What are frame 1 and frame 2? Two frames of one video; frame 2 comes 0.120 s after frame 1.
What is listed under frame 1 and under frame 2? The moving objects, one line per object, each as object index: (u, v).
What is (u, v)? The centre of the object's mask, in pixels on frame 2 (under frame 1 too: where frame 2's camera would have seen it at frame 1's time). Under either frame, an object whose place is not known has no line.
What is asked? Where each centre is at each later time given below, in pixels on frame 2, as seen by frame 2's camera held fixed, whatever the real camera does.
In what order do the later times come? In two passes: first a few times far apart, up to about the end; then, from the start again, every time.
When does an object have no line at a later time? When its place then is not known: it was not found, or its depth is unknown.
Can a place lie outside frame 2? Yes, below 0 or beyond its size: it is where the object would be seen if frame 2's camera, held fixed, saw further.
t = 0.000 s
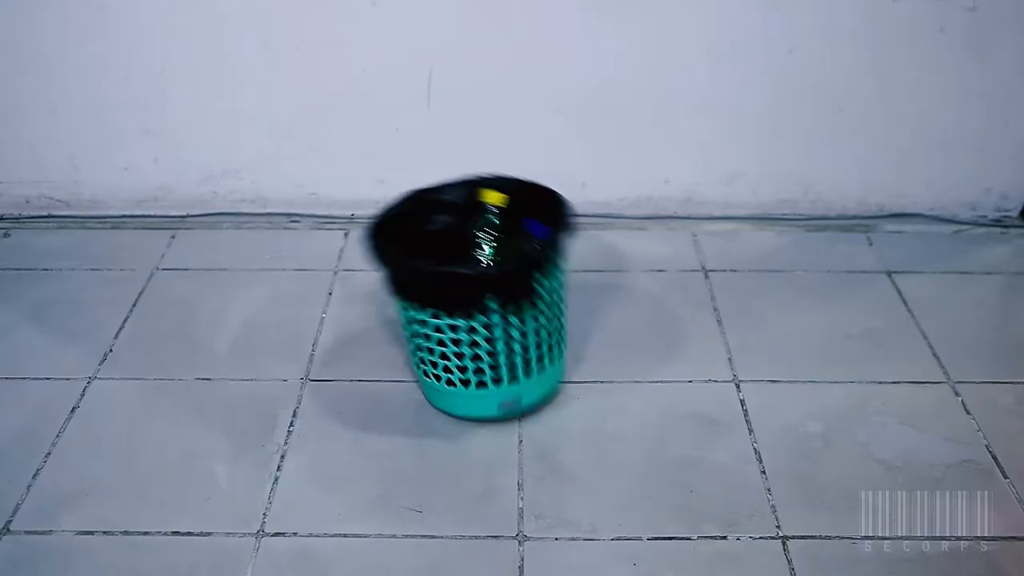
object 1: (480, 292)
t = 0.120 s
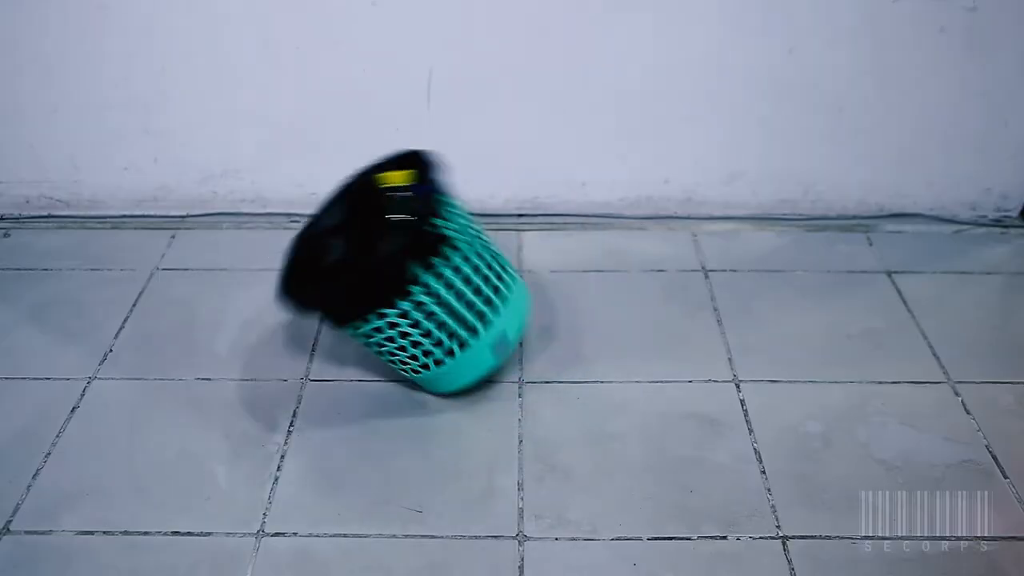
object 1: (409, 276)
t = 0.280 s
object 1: (332, 301)
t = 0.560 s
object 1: (280, 278)
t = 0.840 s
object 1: (272, 256)
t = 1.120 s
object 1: (269, 241)
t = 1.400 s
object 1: (267, 238)
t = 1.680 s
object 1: (268, 244)
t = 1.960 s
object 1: (270, 254)
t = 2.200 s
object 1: (272, 261)
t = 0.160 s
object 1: (389, 277)
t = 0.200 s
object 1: (370, 281)
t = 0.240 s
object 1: (350, 290)
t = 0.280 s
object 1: (332, 301)
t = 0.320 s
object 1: (315, 302)
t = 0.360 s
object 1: (302, 297)
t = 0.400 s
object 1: (289, 300)
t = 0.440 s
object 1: (275, 299)
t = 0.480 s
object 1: (264, 298)
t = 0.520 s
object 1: (283, 282)
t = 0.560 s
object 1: (280, 278)
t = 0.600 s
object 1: (278, 275)
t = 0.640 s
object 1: (276, 272)
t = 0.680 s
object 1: (275, 268)
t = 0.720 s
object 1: (274, 265)
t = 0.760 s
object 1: (273, 262)
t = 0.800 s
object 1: (273, 259)
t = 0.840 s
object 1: (272, 256)
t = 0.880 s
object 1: (272, 254)
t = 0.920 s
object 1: (271, 251)
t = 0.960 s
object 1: (271, 249)
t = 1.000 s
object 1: (270, 247)
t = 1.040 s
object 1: (269, 245)
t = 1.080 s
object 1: (269, 243)
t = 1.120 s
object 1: (269, 241)
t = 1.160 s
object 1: (268, 240)
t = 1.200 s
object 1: (268, 239)
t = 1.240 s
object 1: (268, 239)
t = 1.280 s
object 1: (267, 238)
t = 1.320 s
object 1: (267, 238)
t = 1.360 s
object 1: (267, 238)
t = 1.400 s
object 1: (267, 238)
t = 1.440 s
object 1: (268, 238)
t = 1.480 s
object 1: (268, 239)
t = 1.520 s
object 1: (268, 239)
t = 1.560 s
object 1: (268, 240)
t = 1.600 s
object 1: (268, 242)
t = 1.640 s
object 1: (268, 242)
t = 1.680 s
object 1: (268, 244)
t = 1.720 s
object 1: (268, 245)
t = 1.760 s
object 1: (269, 247)
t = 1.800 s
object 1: (269, 248)
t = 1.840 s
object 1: (269, 250)
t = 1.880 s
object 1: (269, 251)
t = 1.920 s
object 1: (270, 253)
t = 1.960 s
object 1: (270, 254)
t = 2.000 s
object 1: (270, 256)
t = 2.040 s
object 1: (271, 256)
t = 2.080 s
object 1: (271, 258)
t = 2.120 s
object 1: (271, 259)
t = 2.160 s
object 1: (271, 260)
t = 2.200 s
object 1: (272, 261)
